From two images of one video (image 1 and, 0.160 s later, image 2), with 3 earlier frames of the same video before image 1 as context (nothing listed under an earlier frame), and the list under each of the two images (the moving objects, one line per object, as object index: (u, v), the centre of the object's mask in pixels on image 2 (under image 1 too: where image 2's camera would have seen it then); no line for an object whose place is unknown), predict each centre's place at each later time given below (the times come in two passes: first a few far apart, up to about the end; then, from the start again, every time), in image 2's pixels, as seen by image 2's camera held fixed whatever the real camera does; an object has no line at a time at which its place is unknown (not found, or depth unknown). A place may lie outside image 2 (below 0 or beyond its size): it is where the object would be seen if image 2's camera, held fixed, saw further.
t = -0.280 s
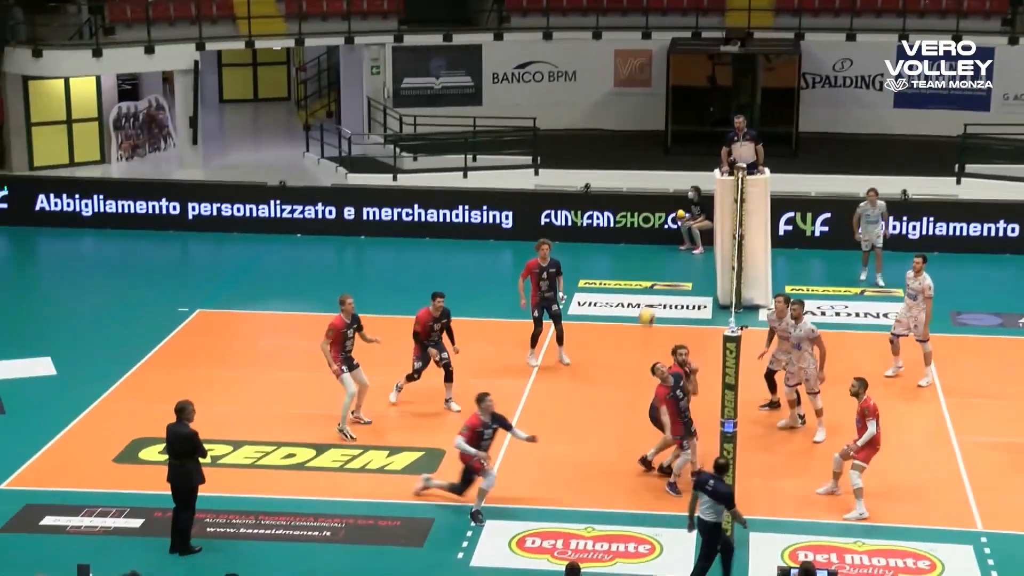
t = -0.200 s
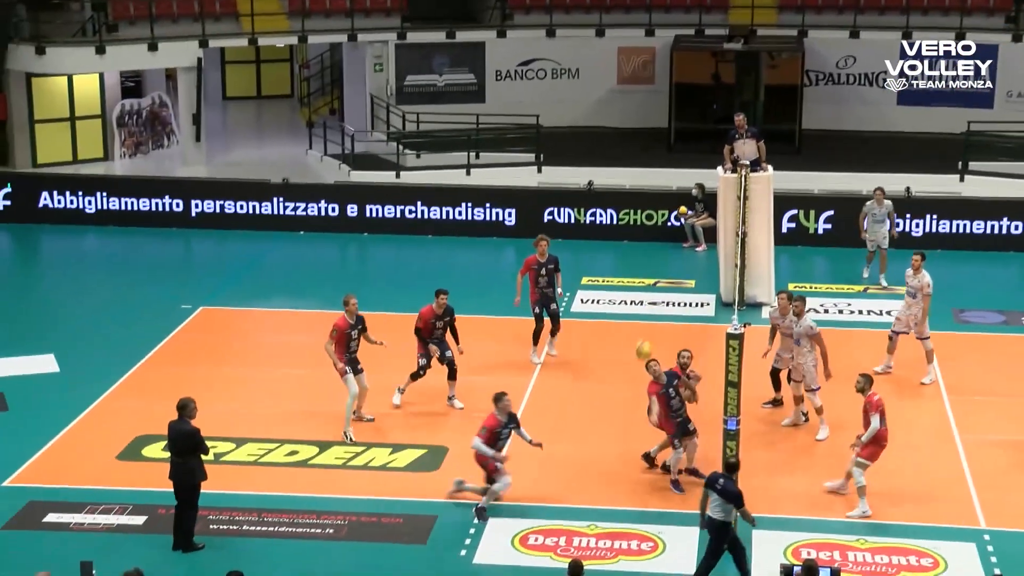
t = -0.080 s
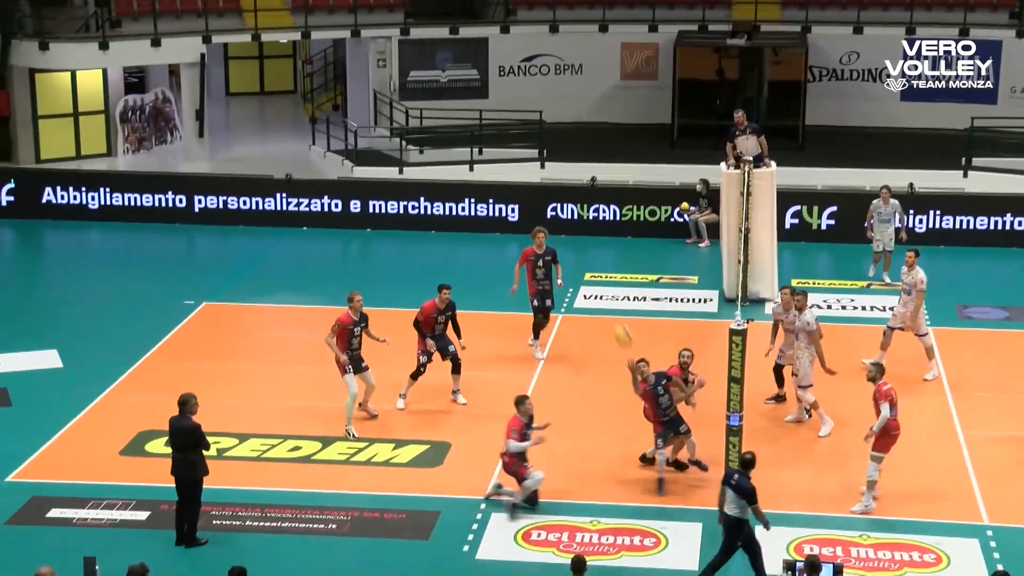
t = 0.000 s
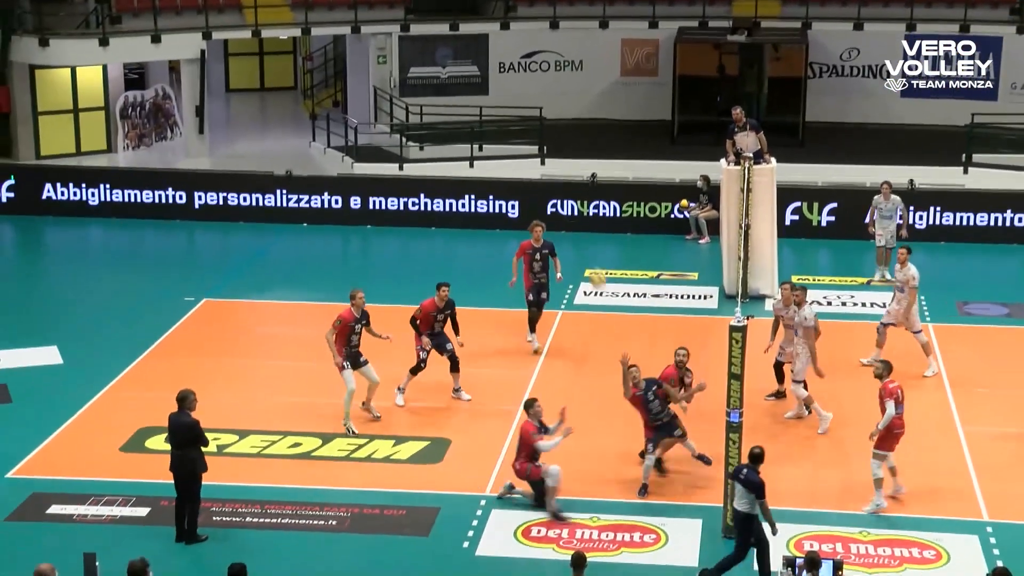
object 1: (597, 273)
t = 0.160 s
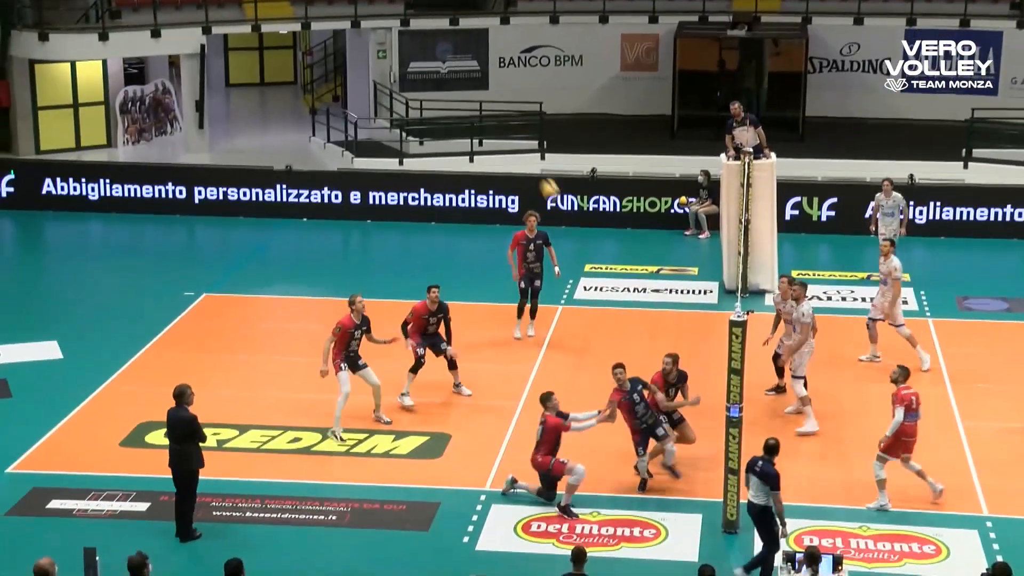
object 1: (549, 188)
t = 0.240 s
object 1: (526, 156)
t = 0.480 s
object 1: (460, 89)
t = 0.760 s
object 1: (392, 74)
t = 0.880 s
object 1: (366, 84)
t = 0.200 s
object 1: (538, 173)
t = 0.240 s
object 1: (526, 156)
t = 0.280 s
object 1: (515, 141)
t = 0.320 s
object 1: (504, 129)
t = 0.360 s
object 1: (493, 117)
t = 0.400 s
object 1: (482, 106)
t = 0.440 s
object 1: (471, 97)
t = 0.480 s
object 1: (460, 89)
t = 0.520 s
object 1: (450, 83)
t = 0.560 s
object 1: (440, 79)
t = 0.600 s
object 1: (430, 76)
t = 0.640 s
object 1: (420, 74)
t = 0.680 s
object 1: (410, 72)
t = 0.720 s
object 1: (402, 73)
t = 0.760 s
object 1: (392, 74)
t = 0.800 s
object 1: (383, 76)
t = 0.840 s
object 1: (374, 80)
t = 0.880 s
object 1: (366, 84)
